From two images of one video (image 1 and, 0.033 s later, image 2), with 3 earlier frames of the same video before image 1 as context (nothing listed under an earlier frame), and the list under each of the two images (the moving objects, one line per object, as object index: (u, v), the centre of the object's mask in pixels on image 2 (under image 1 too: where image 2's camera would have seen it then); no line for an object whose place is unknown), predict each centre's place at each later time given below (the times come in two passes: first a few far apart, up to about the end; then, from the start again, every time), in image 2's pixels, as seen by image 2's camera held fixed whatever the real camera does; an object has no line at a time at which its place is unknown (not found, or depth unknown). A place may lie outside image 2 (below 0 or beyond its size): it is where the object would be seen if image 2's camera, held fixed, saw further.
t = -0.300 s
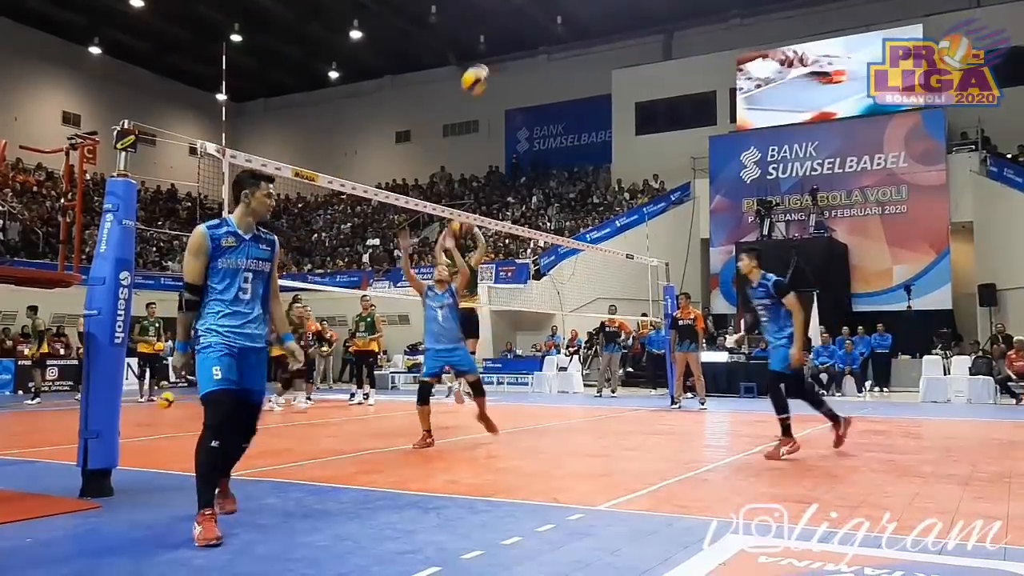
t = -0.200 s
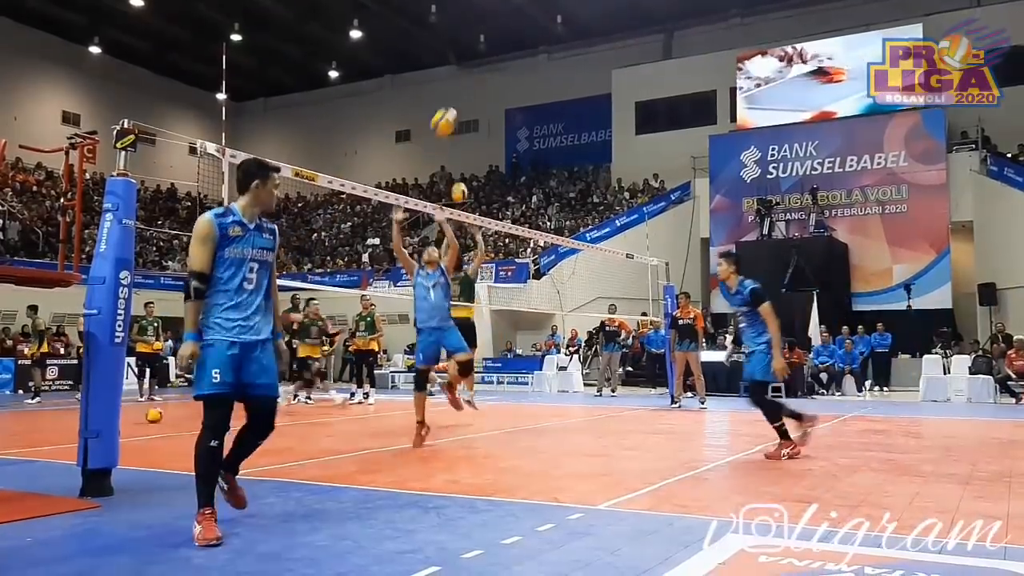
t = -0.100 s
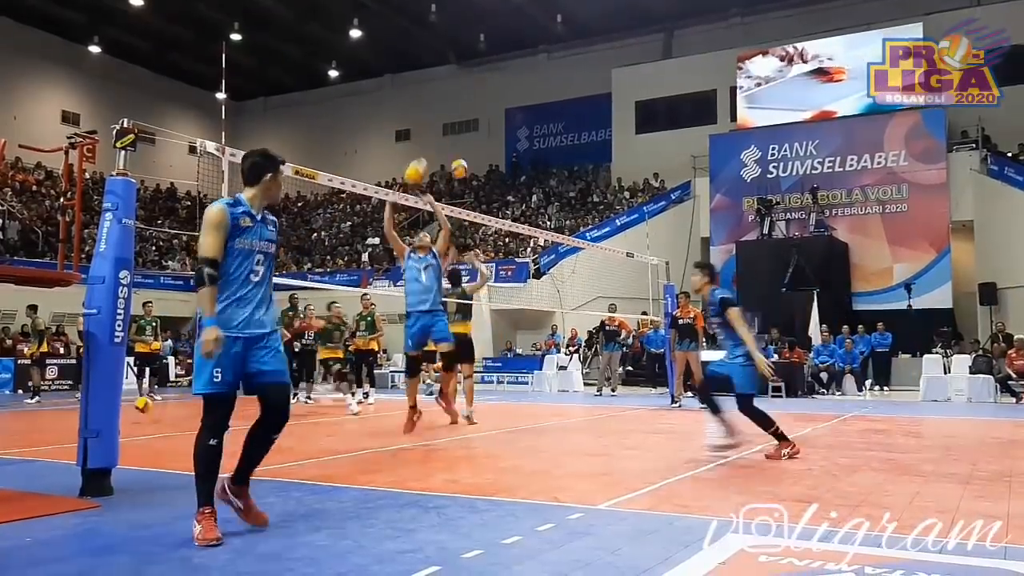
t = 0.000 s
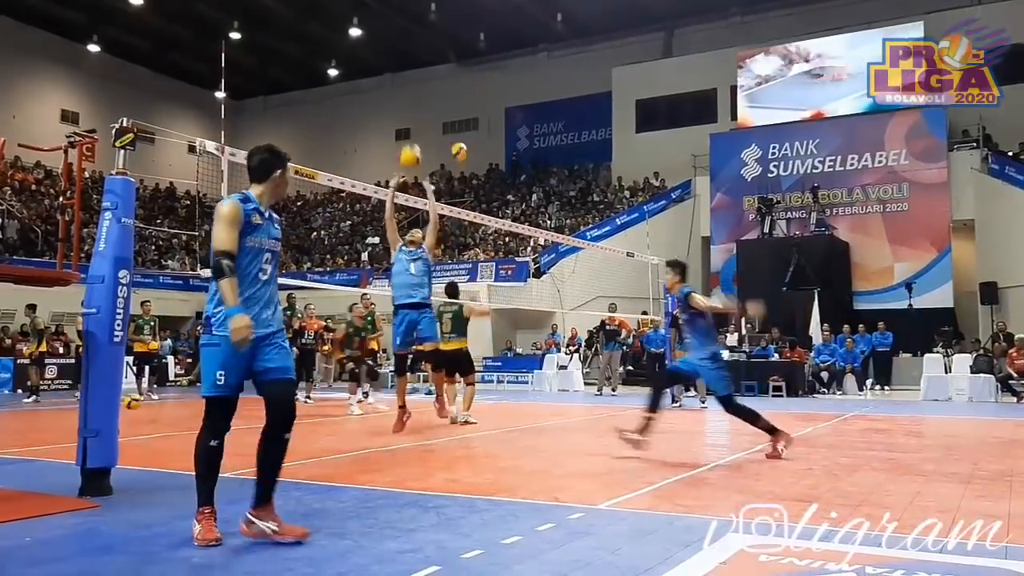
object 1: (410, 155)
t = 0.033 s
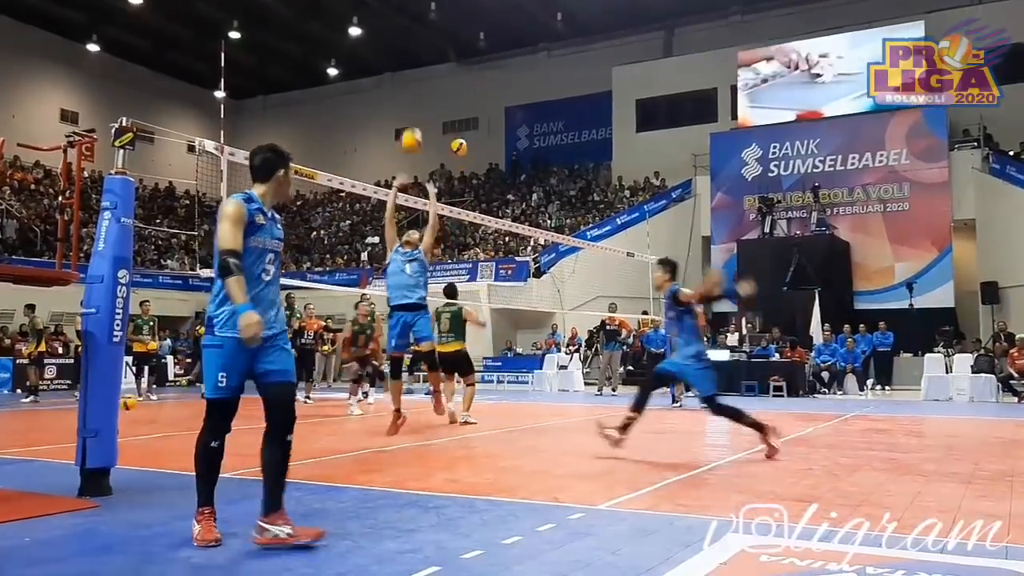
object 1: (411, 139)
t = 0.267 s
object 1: (420, 64)
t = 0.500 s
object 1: (429, 43)
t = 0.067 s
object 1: (412, 126)
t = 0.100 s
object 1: (414, 112)
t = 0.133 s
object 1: (415, 100)
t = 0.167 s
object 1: (416, 89)
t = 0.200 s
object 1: (418, 81)
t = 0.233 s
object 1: (419, 71)
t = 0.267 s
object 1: (420, 64)
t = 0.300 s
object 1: (422, 58)
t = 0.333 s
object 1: (423, 52)
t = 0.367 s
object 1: (424, 48)
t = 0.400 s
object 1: (425, 46)
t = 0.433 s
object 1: (426, 43)
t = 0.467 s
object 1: (427, 42)
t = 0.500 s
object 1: (429, 43)
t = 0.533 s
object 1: (430, 44)
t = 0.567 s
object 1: (431, 46)
